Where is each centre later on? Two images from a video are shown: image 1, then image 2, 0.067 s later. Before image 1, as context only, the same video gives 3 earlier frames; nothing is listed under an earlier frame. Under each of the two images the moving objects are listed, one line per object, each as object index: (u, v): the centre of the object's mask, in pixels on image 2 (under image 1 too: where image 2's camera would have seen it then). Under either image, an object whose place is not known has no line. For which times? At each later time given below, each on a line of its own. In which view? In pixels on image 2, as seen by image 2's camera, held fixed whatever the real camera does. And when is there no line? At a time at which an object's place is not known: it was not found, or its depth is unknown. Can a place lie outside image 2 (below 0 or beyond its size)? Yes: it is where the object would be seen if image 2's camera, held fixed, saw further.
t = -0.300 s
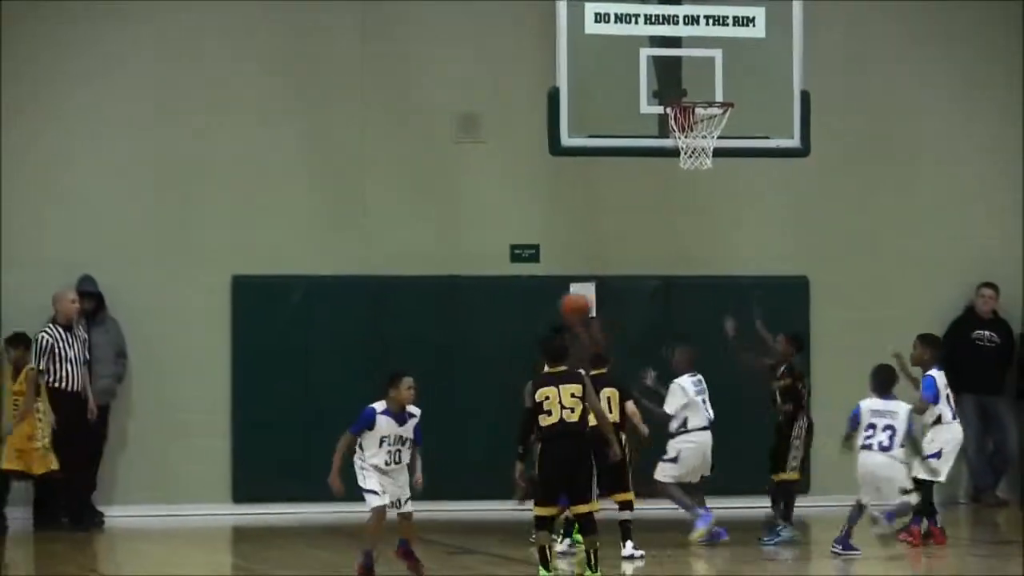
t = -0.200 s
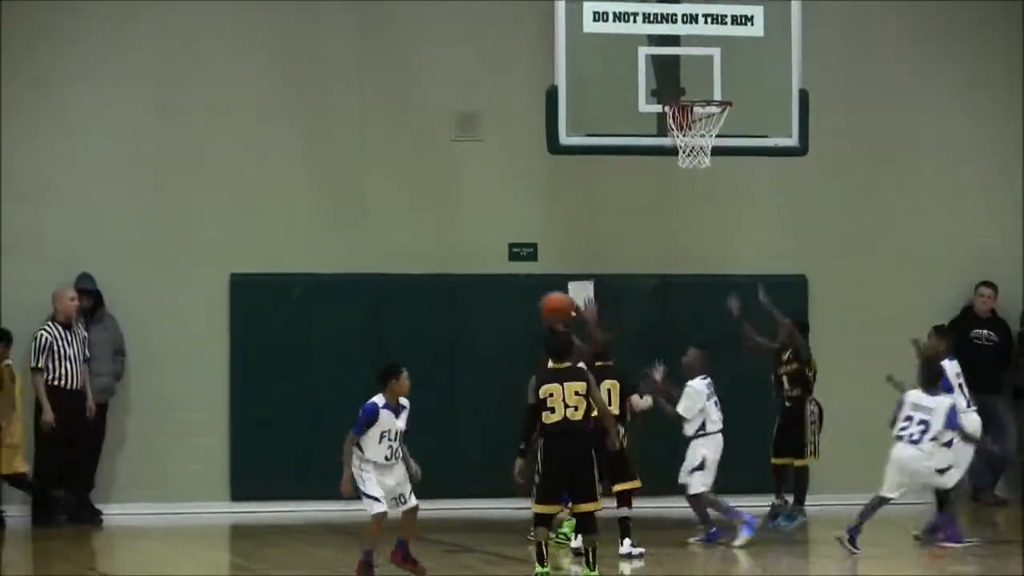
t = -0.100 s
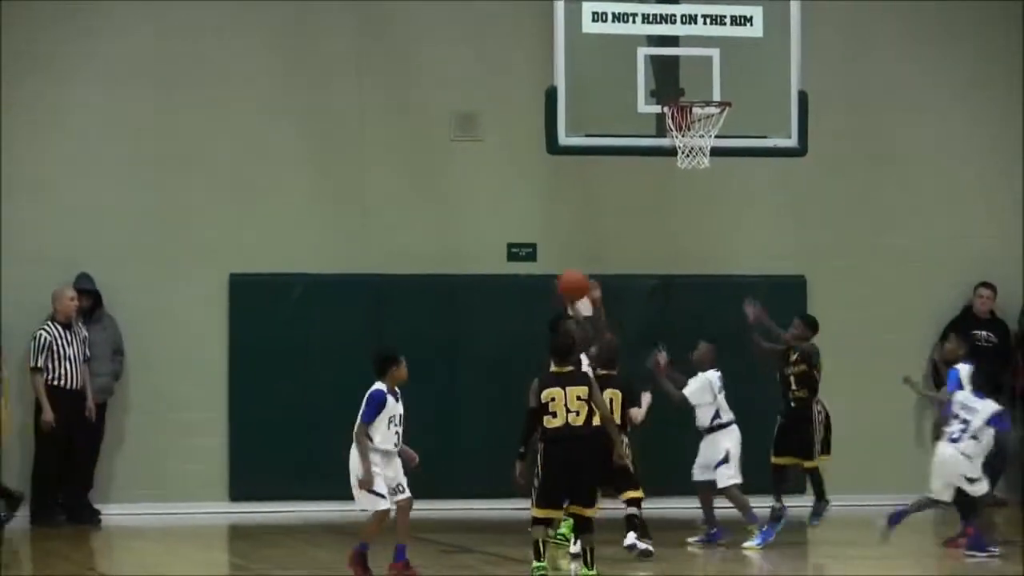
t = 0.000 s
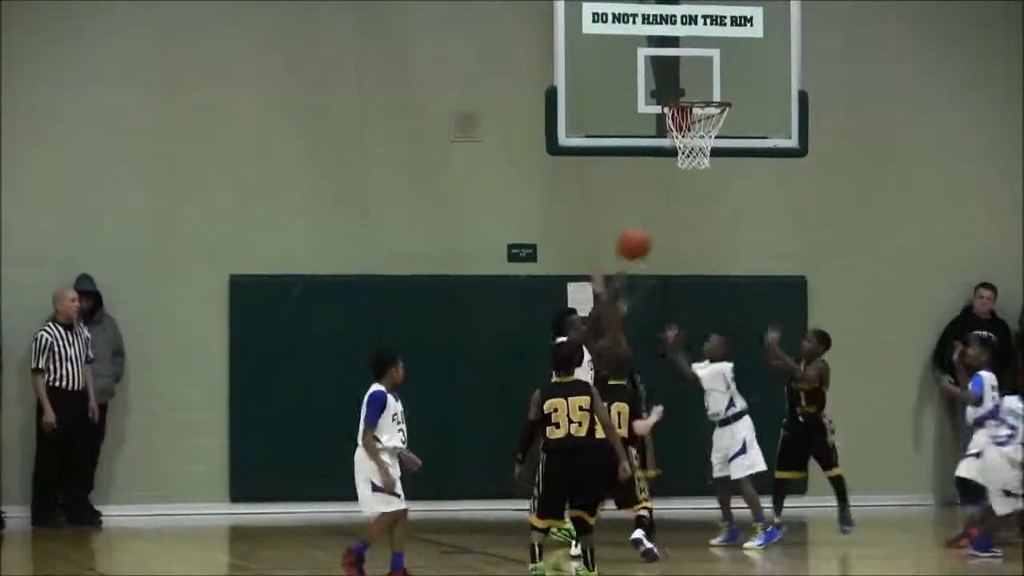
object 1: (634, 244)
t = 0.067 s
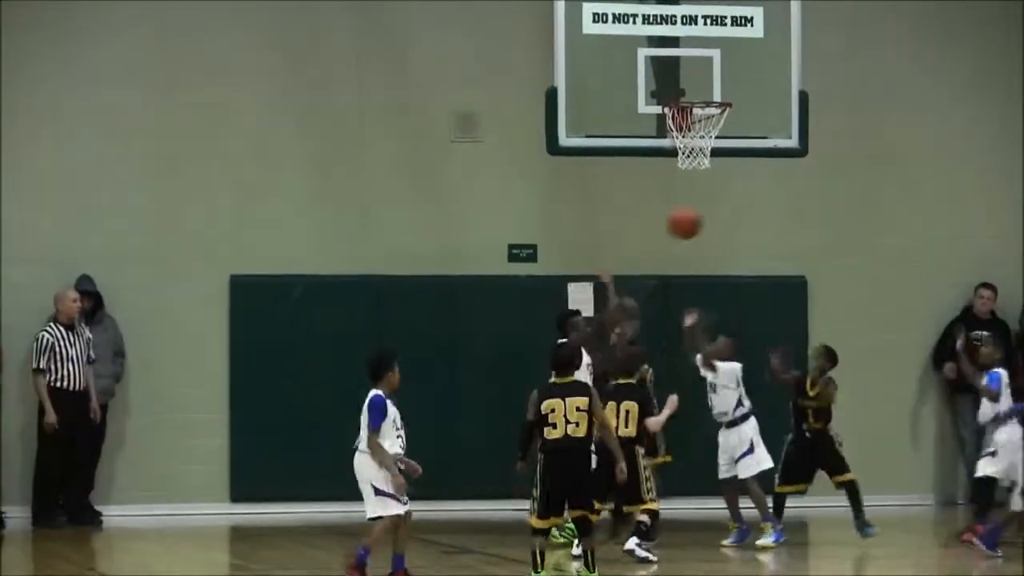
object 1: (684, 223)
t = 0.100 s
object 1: (708, 216)
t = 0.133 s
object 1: (733, 208)
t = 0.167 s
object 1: (758, 203)
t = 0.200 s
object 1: (783, 200)
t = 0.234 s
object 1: (808, 199)
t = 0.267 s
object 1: (832, 200)
